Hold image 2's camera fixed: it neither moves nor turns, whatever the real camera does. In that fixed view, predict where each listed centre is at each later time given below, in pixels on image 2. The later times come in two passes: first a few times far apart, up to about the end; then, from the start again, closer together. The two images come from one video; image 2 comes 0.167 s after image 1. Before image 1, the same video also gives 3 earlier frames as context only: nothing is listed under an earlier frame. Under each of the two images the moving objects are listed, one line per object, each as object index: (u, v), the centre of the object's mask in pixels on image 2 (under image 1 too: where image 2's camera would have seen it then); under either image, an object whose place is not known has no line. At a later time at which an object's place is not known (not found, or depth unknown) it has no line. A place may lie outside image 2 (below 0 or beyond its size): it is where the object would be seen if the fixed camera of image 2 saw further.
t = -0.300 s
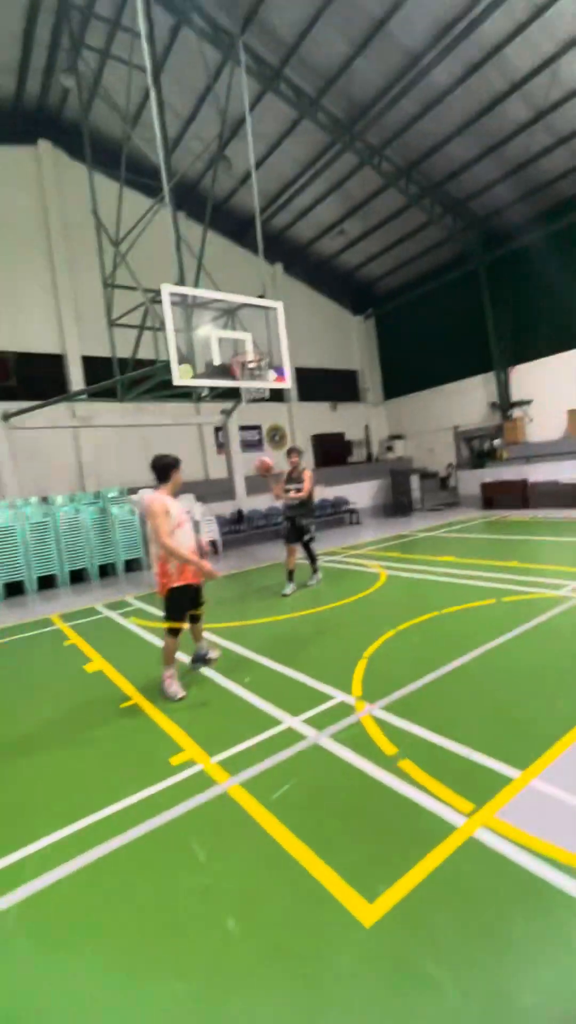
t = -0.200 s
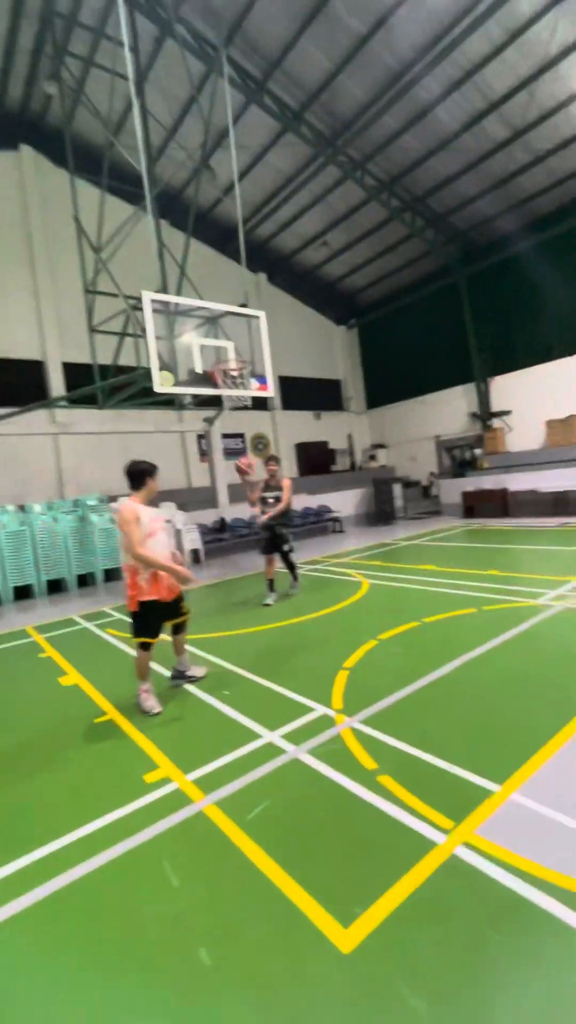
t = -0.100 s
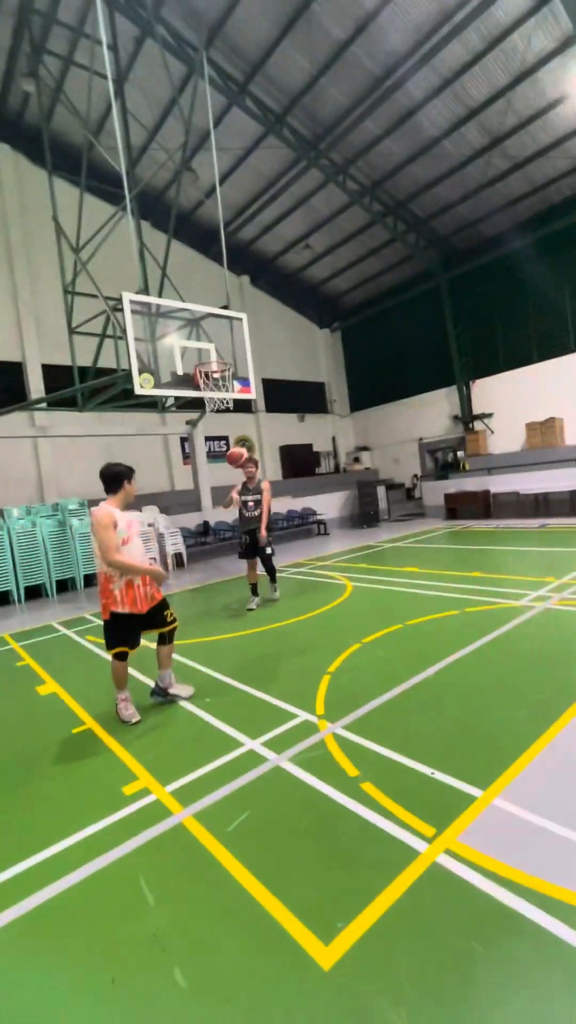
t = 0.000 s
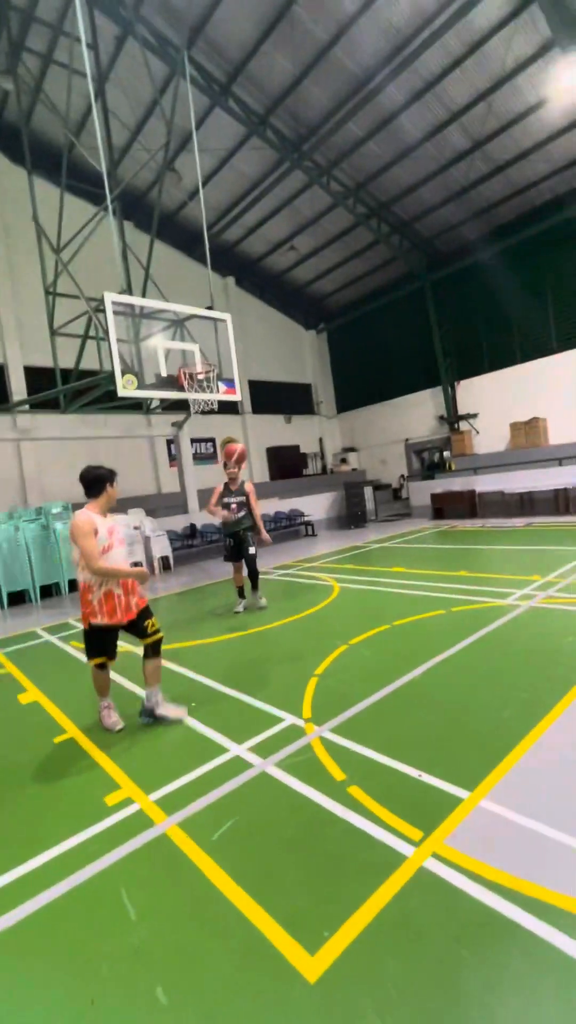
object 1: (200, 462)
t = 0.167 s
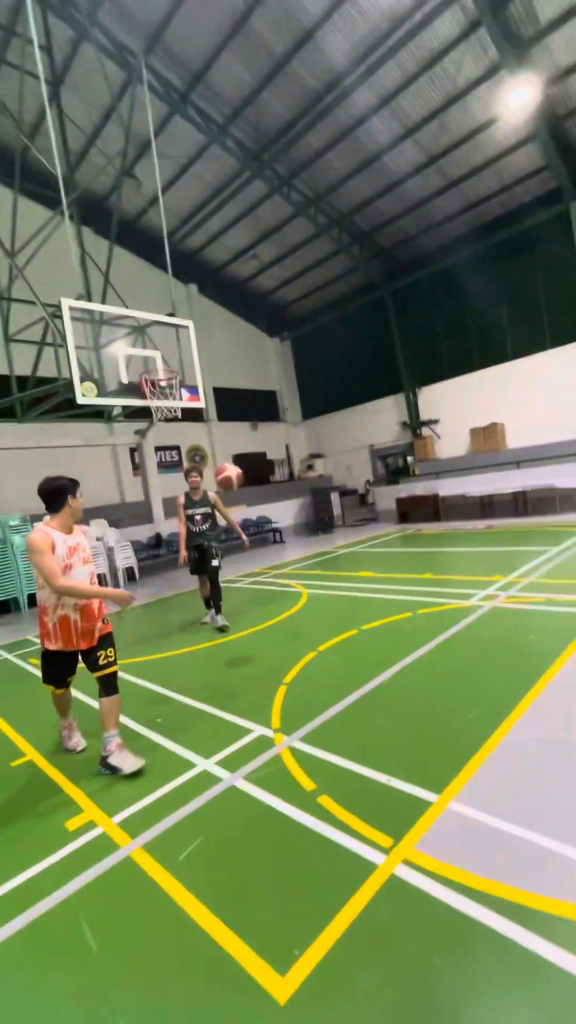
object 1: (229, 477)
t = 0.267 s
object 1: (254, 504)
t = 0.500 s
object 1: (345, 653)
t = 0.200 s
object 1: (236, 485)
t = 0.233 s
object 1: (245, 493)
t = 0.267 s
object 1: (254, 504)
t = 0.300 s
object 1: (264, 517)
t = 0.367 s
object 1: (285, 549)
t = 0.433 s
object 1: (314, 596)
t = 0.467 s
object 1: (329, 621)
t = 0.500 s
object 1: (345, 653)
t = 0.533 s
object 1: (362, 685)
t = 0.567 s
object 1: (374, 700)
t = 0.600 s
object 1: (376, 674)
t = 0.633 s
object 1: (379, 652)
